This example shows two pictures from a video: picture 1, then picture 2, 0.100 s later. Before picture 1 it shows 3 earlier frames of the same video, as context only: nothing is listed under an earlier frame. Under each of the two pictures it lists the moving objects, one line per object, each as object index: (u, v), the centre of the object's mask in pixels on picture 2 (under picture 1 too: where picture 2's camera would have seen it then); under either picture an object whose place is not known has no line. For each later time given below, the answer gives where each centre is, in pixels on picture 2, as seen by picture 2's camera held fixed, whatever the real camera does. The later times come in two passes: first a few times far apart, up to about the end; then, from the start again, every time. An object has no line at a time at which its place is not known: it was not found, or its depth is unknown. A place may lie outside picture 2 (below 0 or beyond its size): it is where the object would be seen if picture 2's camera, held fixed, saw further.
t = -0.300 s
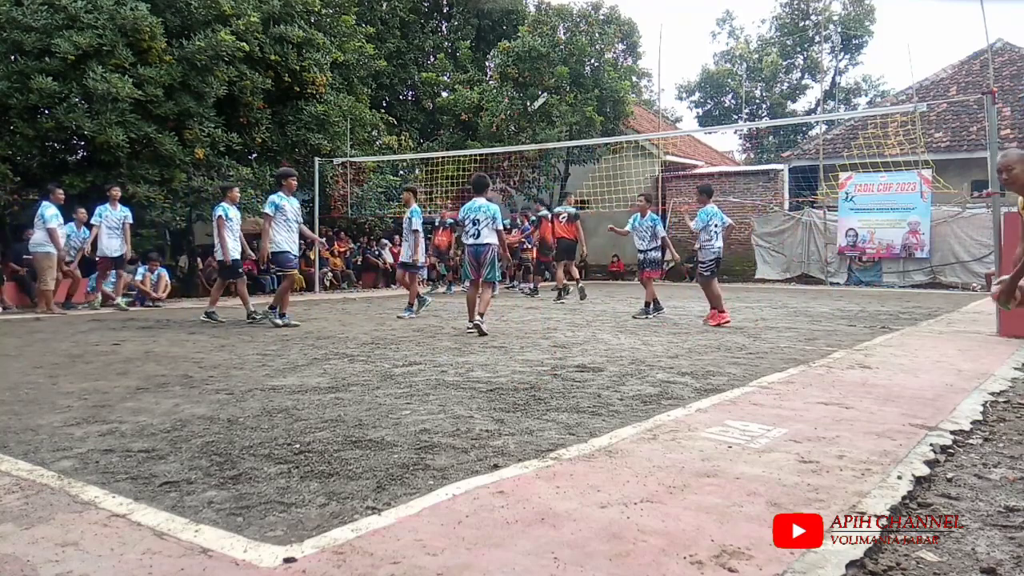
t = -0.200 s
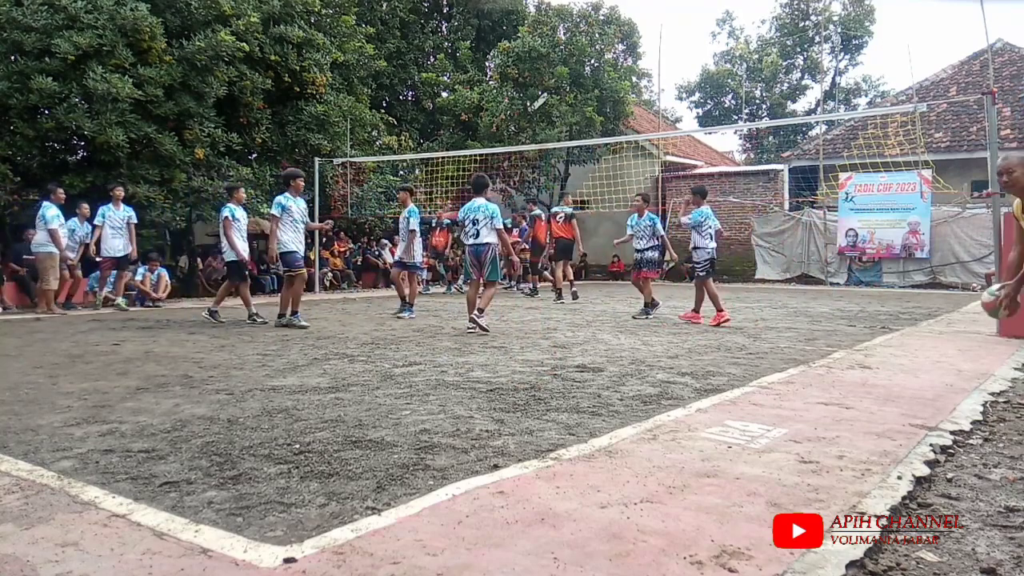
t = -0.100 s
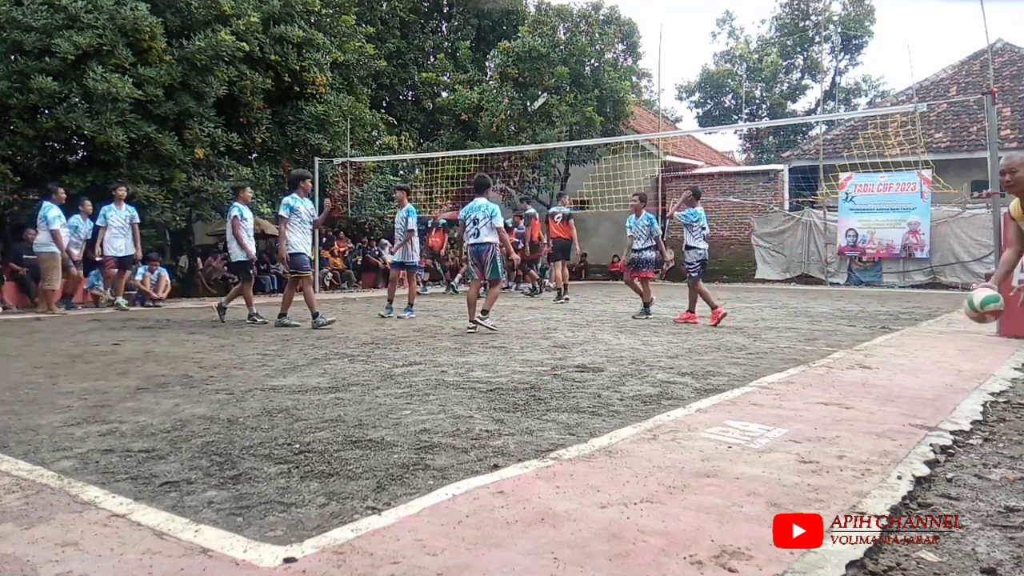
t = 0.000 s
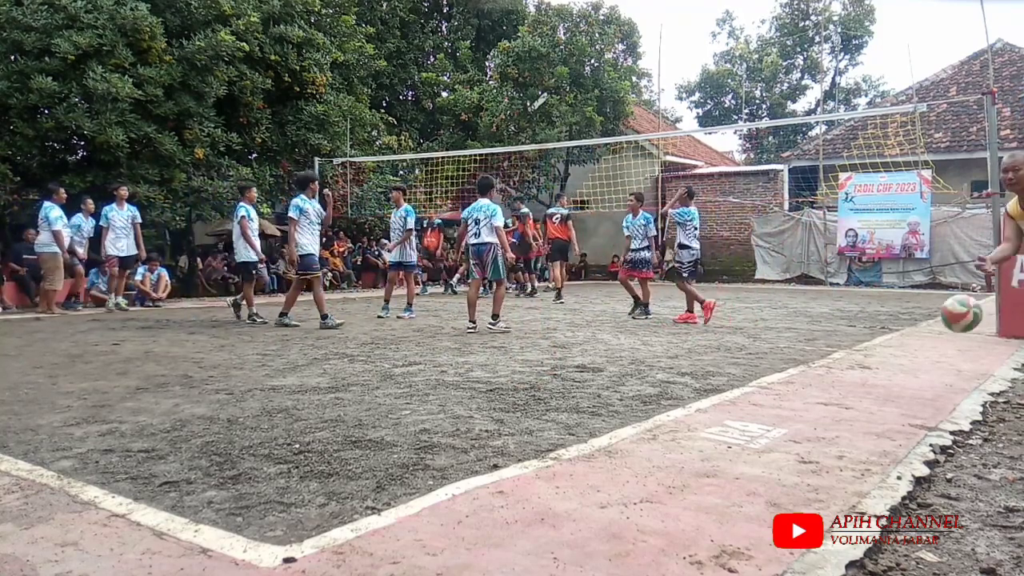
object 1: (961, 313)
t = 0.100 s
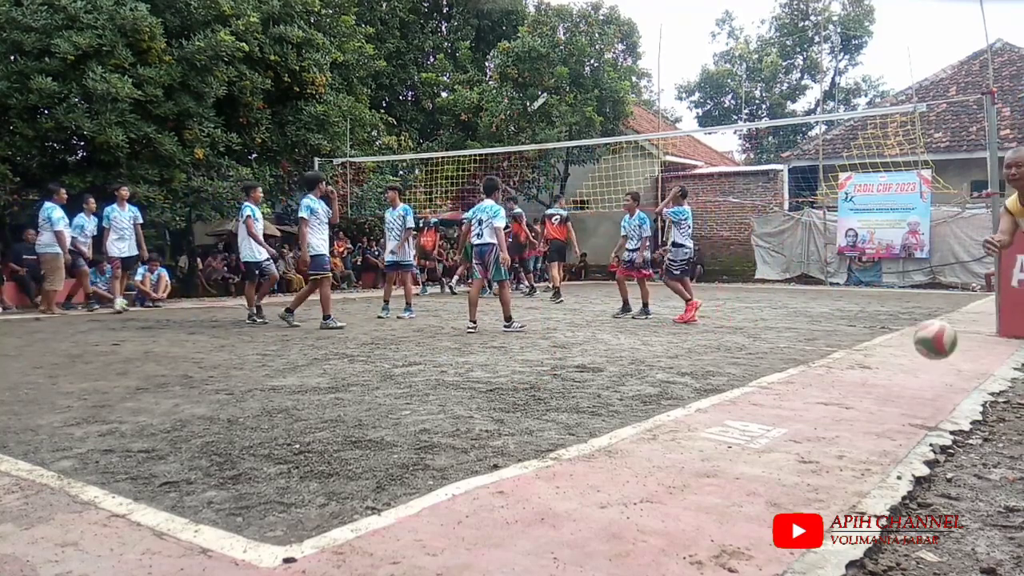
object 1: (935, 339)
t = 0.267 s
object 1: (892, 392)
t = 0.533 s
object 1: (839, 345)
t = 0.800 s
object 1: (768, 442)
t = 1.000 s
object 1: (708, 393)
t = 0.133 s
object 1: (926, 353)
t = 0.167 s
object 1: (917, 369)
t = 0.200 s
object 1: (908, 389)
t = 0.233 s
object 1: (897, 407)
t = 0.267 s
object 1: (892, 392)
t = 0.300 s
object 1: (886, 380)
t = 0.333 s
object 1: (880, 369)
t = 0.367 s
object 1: (873, 359)
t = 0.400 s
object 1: (867, 352)
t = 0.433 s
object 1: (861, 347)
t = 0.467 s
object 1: (853, 344)
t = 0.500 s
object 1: (846, 343)
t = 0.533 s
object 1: (839, 345)
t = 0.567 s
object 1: (831, 350)
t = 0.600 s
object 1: (823, 358)
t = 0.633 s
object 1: (815, 369)
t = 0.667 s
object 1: (805, 382)
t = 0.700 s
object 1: (796, 398)
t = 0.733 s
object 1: (787, 420)
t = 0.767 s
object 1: (777, 443)
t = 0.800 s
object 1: (768, 442)
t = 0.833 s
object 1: (759, 428)
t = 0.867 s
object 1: (750, 416)
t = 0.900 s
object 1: (740, 406)
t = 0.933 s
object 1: (730, 399)
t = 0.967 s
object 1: (719, 394)
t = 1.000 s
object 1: (708, 393)
